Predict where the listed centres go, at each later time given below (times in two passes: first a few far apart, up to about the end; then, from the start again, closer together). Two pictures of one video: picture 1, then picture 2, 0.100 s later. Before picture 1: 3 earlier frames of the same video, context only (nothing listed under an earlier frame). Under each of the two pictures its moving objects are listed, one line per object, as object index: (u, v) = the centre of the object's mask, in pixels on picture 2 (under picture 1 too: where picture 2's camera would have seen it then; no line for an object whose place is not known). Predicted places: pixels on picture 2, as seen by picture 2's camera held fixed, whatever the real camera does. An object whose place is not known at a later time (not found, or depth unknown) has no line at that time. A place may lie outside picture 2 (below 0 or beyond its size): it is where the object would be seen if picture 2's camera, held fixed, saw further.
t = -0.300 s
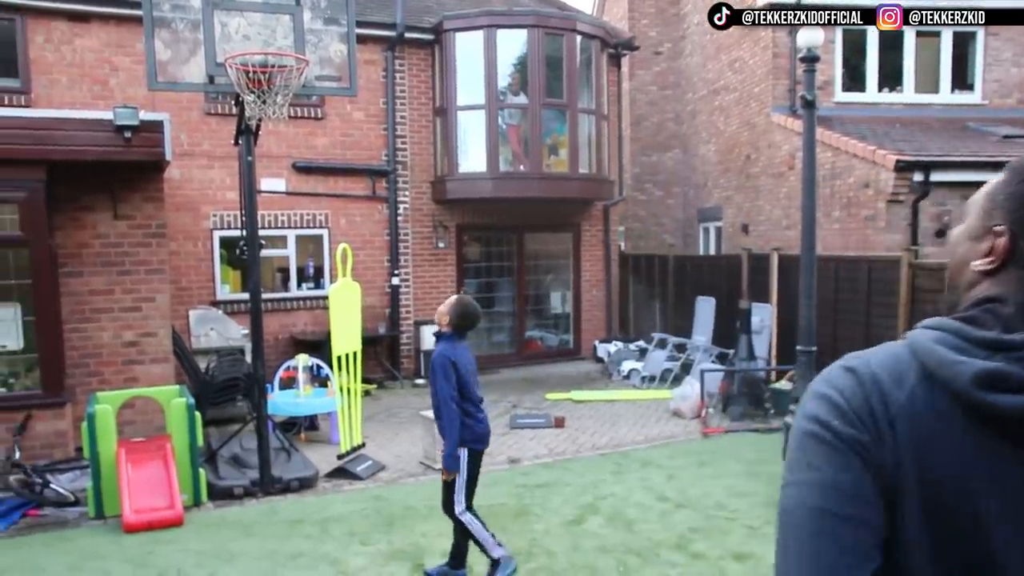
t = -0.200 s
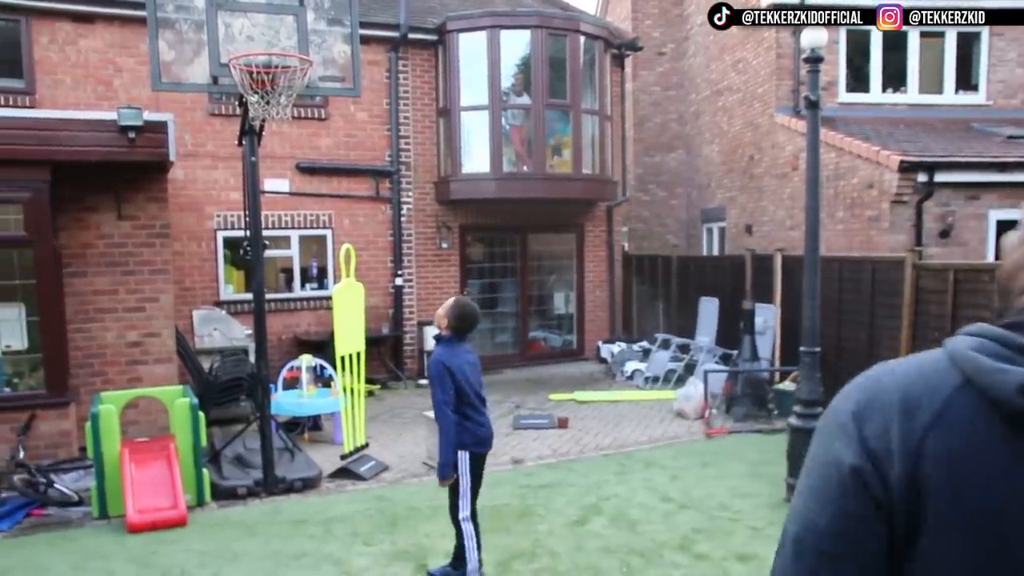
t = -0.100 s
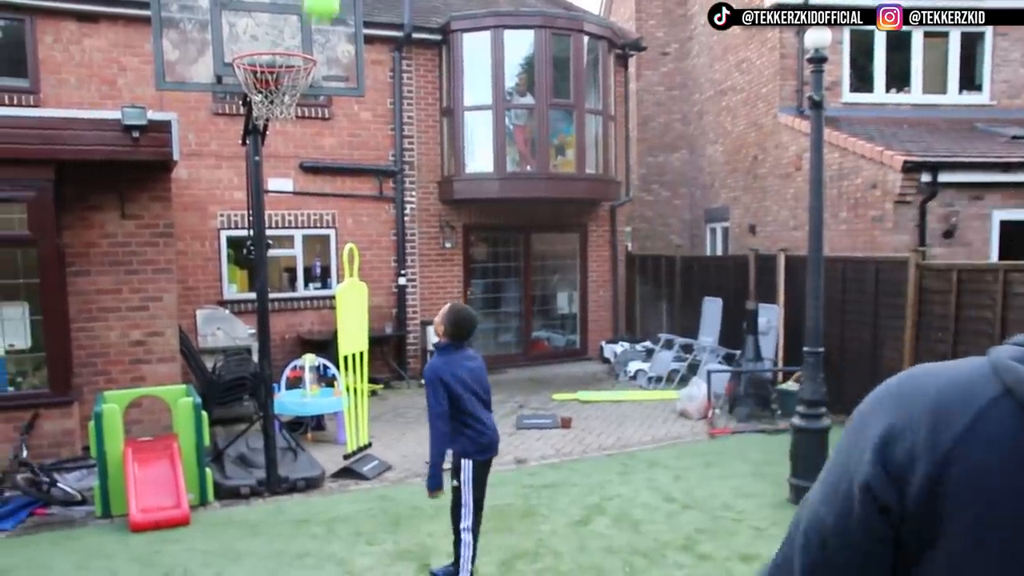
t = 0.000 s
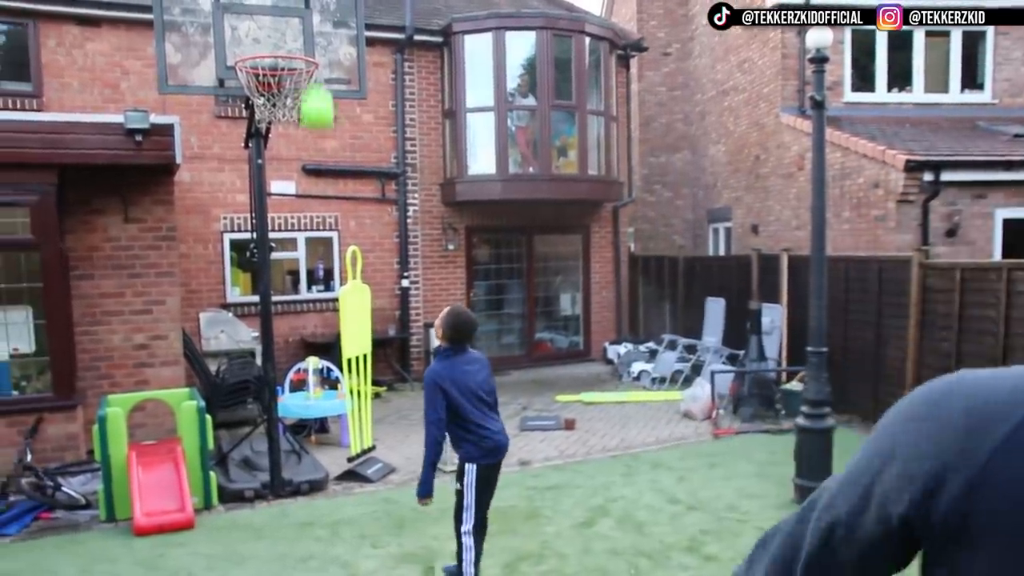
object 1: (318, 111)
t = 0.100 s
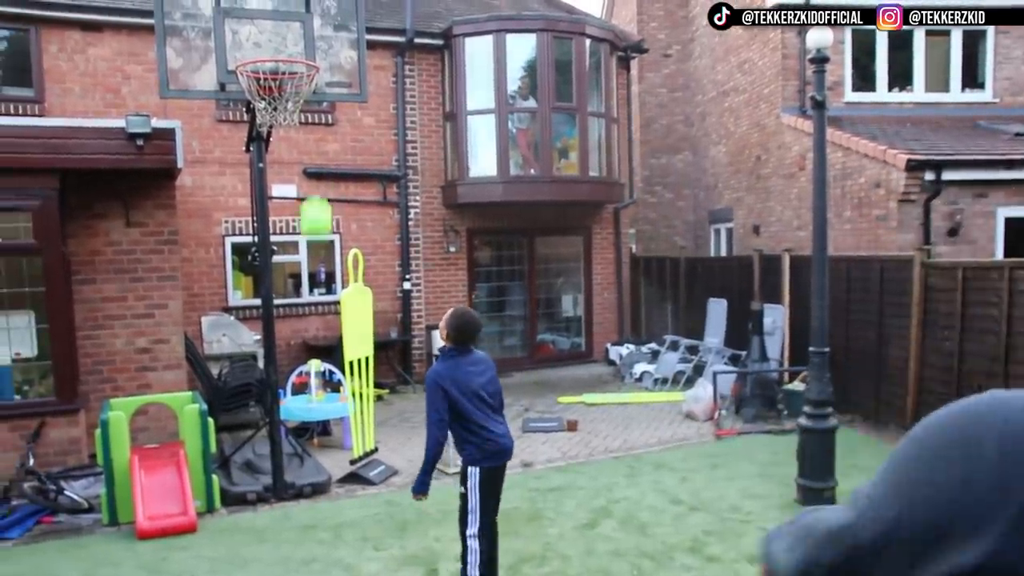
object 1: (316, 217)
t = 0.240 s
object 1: (315, 372)
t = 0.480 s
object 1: (326, 421)
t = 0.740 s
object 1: (348, 343)
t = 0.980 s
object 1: (376, 352)
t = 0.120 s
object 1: (316, 240)
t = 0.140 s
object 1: (316, 263)
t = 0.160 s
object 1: (316, 285)
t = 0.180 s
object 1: (315, 307)
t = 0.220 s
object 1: (315, 348)
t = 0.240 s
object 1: (315, 372)
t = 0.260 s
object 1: (316, 391)
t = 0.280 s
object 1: (316, 418)
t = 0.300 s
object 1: (317, 439)
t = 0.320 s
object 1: (317, 460)
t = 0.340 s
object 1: (318, 481)
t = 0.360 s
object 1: (318, 483)
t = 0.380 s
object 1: (319, 472)
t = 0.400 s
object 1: (321, 459)
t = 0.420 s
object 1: (322, 447)
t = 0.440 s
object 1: (324, 438)
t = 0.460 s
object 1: (325, 430)
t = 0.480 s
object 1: (326, 421)
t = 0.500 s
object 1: (328, 412)
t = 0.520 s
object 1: (330, 401)
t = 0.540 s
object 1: (331, 392)
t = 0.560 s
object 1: (333, 386)
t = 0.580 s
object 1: (335, 379)
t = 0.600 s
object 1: (335, 373)
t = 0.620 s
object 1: (336, 367)
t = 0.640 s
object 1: (339, 362)
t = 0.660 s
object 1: (340, 357)
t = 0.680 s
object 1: (341, 353)
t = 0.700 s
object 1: (343, 349)
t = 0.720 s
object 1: (346, 346)
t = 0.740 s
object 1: (348, 343)
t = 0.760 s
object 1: (351, 341)
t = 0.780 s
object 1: (351, 340)
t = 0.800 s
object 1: (354, 338)
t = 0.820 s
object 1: (355, 337)
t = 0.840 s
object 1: (358, 337)
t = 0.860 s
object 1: (362, 338)
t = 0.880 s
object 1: (365, 339)
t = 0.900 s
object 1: (367, 341)
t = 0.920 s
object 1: (369, 343)
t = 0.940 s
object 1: (371, 345)
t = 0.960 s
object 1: (374, 348)
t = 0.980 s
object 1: (376, 352)
